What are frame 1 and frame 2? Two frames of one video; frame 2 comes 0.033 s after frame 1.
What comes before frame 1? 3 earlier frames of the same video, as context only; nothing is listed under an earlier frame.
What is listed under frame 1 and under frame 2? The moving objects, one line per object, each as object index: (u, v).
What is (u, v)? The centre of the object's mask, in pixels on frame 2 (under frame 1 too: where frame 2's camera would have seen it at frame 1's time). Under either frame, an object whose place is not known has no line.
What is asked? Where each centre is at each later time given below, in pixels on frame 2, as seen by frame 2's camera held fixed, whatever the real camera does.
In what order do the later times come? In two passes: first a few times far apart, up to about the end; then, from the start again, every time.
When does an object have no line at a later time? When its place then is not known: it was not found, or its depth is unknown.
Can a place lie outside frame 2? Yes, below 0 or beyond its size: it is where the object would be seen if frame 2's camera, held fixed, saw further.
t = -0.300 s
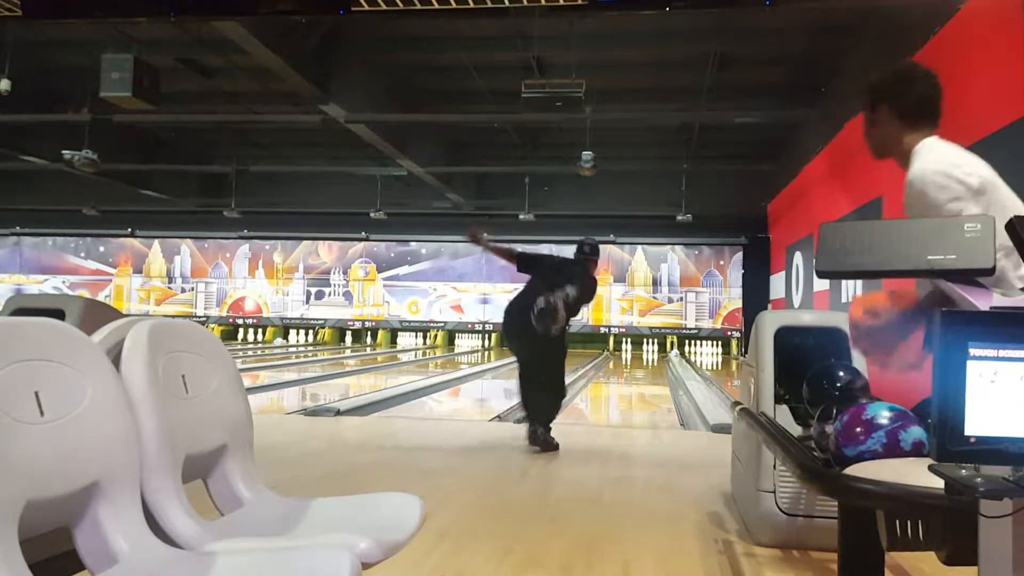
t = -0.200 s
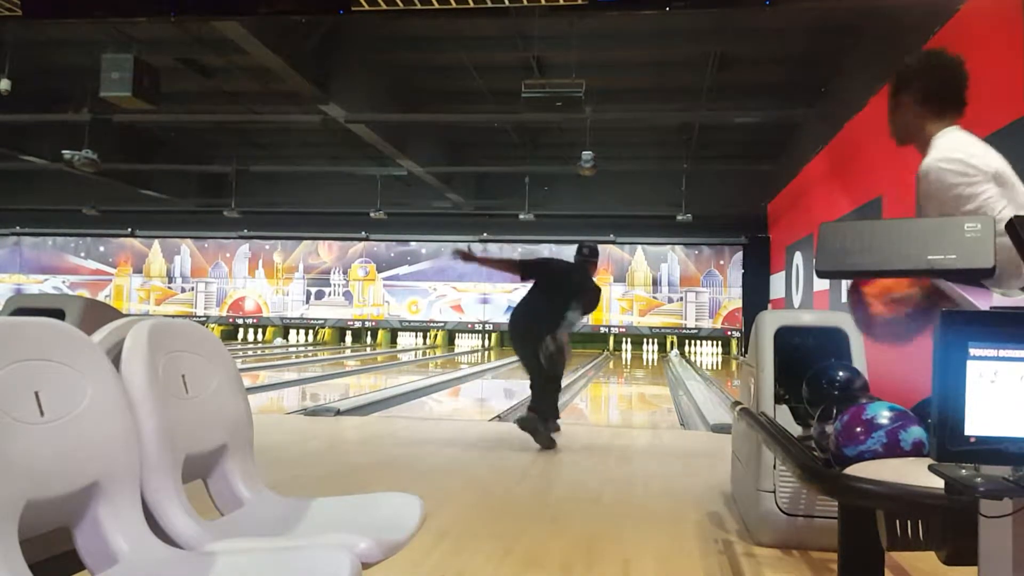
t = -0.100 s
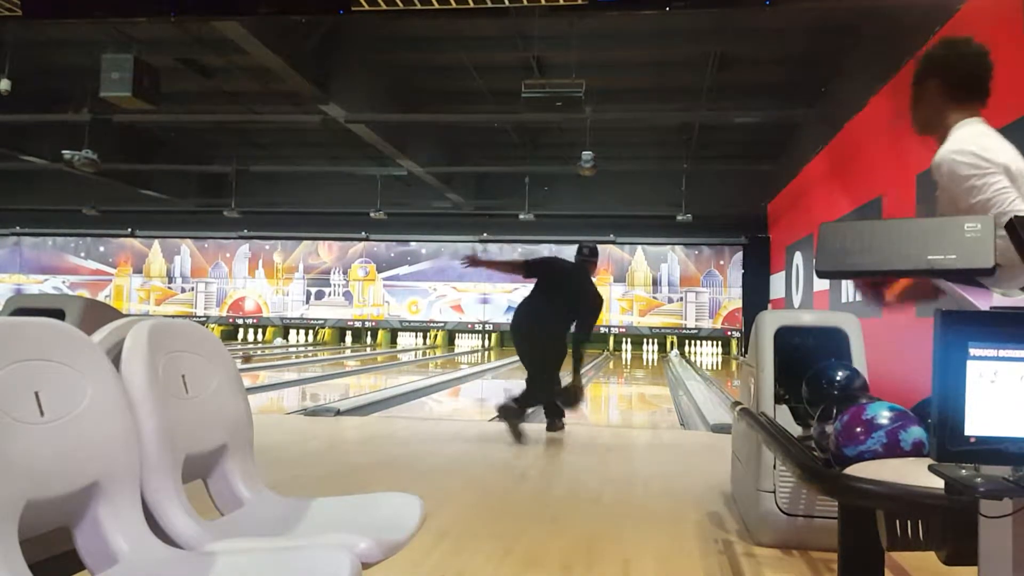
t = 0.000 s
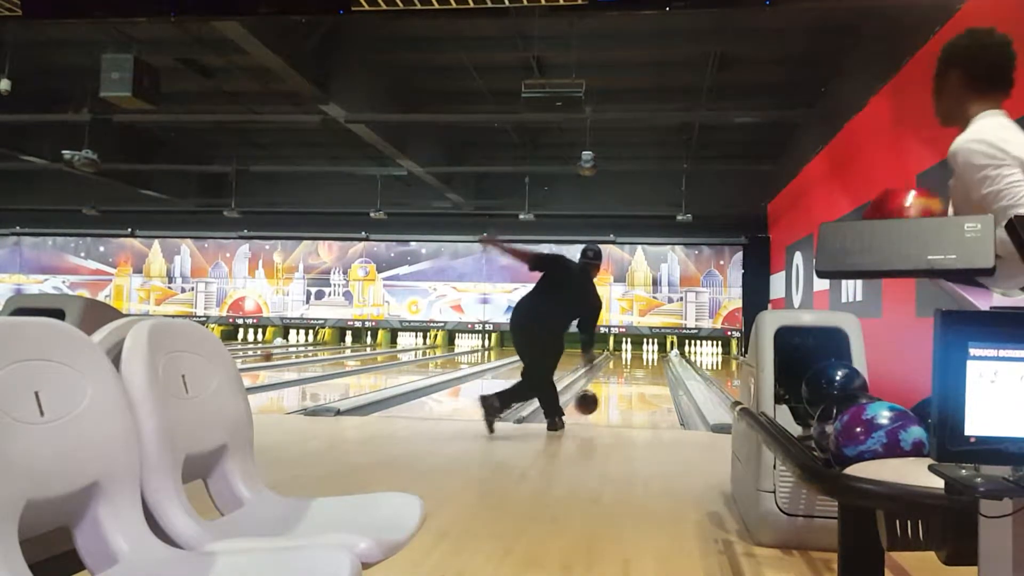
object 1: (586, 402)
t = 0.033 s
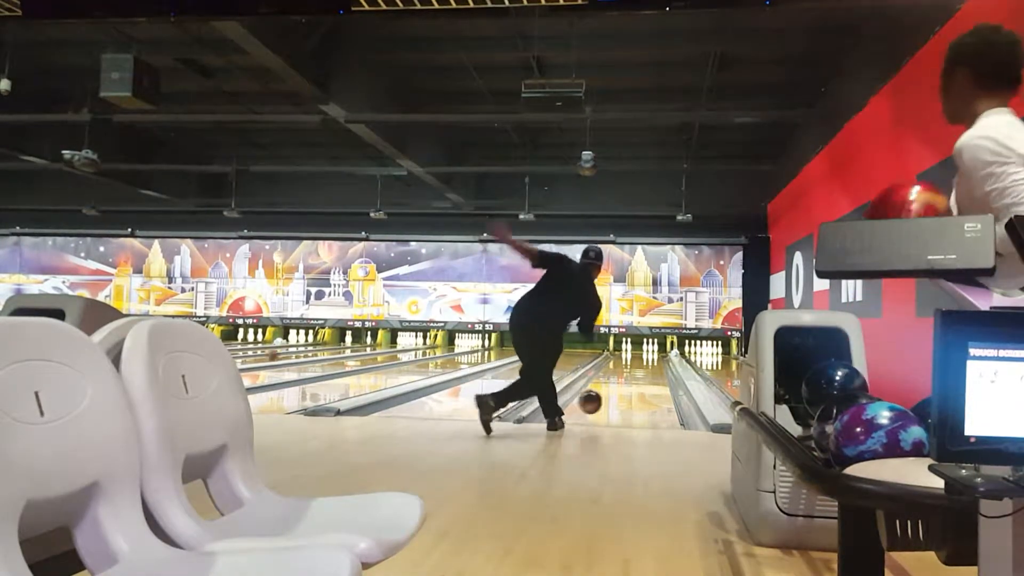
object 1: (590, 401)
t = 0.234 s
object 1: (610, 394)
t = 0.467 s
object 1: (626, 382)
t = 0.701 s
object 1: (635, 374)
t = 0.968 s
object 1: (644, 367)
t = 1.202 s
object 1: (650, 362)
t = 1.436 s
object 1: (655, 359)
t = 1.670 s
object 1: (659, 356)
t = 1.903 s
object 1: (660, 354)
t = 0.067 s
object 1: (593, 403)
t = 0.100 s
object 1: (597, 404)
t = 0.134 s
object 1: (601, 400)
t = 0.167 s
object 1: (604, 398)
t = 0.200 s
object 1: (607, 396)
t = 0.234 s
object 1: (610, 394)
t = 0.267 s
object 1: (612, 392)
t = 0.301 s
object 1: (614, 390)
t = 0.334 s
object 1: (617, 387)
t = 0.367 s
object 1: (619, 386)
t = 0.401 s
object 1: (621, 385)
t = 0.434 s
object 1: (624, 384)
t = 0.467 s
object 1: (626, 382)
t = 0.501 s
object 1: (627, 381)
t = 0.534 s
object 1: (628, 380)
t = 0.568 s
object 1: (630, 378)
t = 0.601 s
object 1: (632, 377)
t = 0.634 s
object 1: (633, 376)
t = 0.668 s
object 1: (634, 375)
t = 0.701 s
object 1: (635, 374)
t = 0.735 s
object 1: (637, 373)
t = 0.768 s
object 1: (638, 372)
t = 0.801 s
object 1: (639, 371)
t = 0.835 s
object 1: (640, 370)
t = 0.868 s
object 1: (641, 369)
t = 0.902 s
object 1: (642, 368)
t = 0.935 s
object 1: (643, 368)
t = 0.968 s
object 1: (644, 367)
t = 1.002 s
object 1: (645, 366)
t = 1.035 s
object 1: (646, 365)
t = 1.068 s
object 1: (647, 365)
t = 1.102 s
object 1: (648, 364)
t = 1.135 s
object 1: (648, 363)
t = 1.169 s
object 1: (649, 363)
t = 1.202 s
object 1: (650, 362)
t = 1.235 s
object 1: (650, 362)
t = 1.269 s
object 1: (651, 361)
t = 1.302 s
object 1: (651, 361)
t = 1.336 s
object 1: (652, 360)
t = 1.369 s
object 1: (653, 360)
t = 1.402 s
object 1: (654, 359)
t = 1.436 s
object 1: (655, 359)
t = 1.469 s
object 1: (655, 358)
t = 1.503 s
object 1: (656, 357)
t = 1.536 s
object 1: (657, 357)
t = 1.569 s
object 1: (656, 356)
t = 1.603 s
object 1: (656, 357)
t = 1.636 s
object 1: (659, 356)
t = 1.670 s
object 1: (659, 356)
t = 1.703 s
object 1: (658, 356)
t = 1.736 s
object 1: (659, 356)
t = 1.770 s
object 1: (660, 355)
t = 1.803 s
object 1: (660, 355)
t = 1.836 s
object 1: (660, 355)
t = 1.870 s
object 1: (660, 355)
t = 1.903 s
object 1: (660, 354)
